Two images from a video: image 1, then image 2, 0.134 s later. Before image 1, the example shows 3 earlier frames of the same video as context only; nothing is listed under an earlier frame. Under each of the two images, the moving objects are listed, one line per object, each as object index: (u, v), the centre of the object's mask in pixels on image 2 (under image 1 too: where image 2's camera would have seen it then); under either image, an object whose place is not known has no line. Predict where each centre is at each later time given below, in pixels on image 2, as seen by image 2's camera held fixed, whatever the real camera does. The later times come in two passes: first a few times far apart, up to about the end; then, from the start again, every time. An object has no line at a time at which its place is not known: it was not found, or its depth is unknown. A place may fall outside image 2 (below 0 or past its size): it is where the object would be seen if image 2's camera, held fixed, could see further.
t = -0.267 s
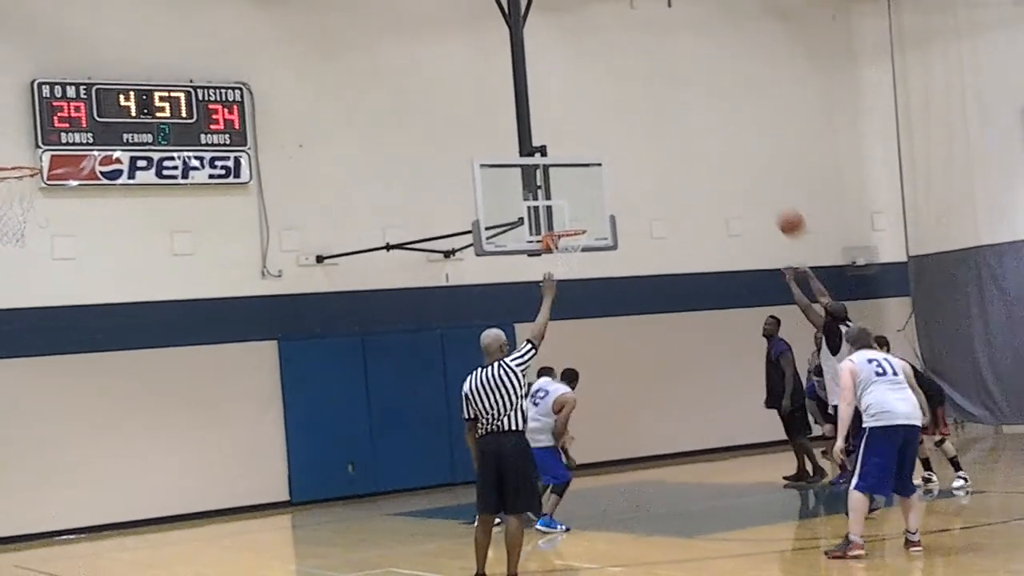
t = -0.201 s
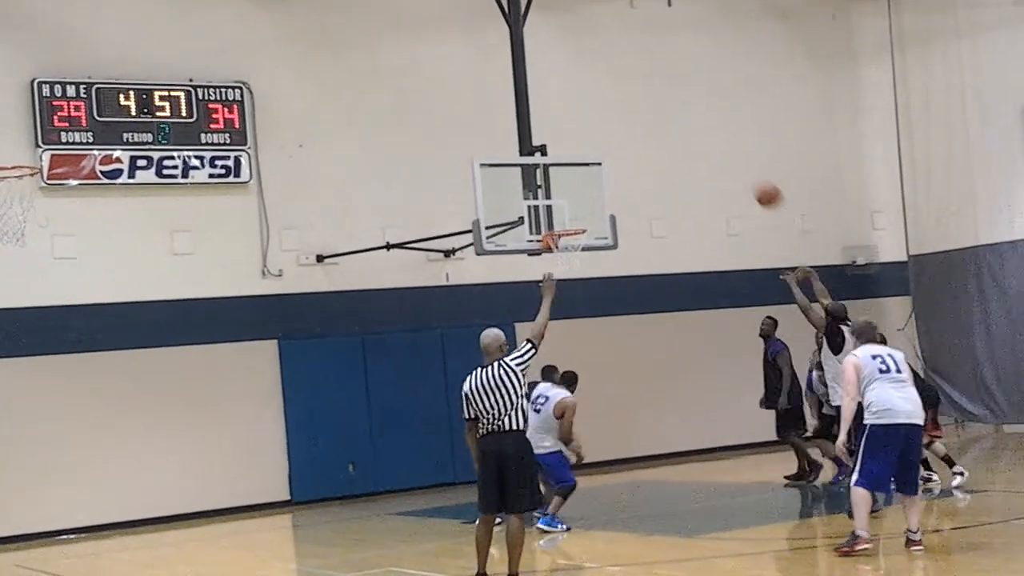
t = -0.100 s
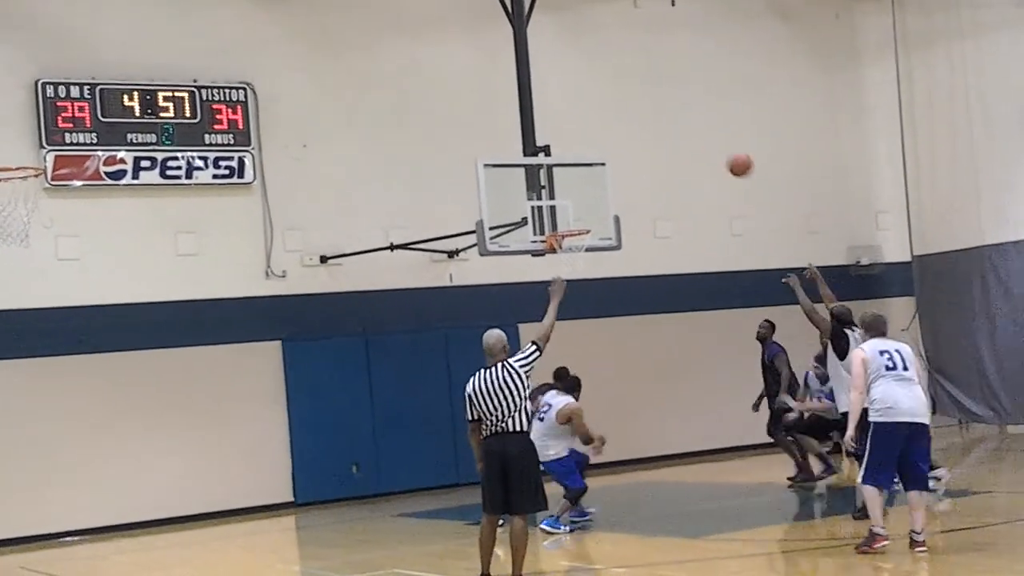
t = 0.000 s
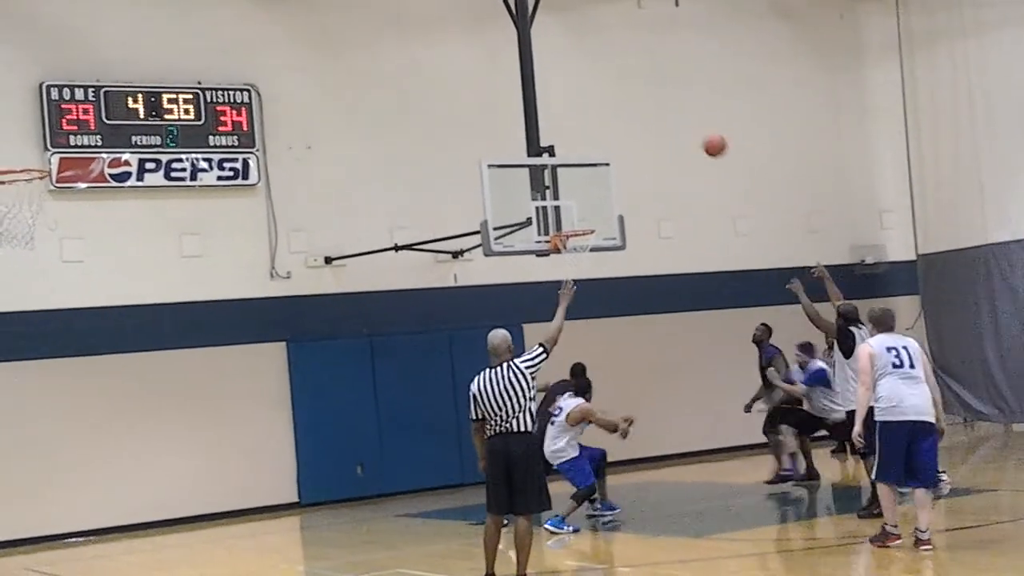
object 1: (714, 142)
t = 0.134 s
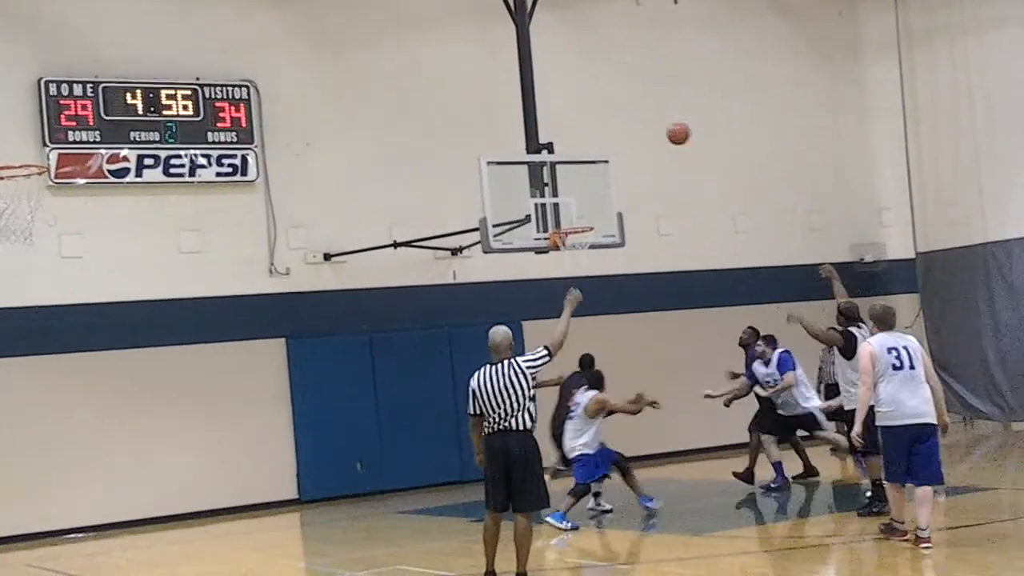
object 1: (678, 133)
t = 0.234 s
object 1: (654, 137)
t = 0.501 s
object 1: (601, 190)
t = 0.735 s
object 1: (596, 197)
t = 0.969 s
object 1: (617, 200)
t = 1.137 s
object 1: (633, 232)
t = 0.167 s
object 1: (670, 134)
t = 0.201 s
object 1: (662, 135)
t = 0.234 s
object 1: (654, 137)
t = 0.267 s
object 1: (646, 140)
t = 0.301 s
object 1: (639, 145)
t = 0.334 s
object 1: (632, 150)
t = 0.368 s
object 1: (625, 156)
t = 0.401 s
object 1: (618, 163)
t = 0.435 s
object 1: (611, 172)
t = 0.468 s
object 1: (606, 181)
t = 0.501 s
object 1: (601, 190)
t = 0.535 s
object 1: (594, 200)
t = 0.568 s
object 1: (588, 212)
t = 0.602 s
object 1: (587, 215)
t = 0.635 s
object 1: (589, 210)
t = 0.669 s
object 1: (591, 205)
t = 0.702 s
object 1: (593, 201)
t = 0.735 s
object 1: (596, 197)
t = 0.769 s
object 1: (599, 195)
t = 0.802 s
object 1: (601, 194)
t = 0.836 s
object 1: (604, 193)
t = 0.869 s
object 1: (607, 193)
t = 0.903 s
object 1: (610, 195)
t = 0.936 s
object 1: (613, 197)
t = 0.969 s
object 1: (617, 200)
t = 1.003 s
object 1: (621, 205)
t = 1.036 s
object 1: (623, 210)
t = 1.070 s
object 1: (626, 217)
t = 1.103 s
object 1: (631, 224)
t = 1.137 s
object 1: (633, 232)
